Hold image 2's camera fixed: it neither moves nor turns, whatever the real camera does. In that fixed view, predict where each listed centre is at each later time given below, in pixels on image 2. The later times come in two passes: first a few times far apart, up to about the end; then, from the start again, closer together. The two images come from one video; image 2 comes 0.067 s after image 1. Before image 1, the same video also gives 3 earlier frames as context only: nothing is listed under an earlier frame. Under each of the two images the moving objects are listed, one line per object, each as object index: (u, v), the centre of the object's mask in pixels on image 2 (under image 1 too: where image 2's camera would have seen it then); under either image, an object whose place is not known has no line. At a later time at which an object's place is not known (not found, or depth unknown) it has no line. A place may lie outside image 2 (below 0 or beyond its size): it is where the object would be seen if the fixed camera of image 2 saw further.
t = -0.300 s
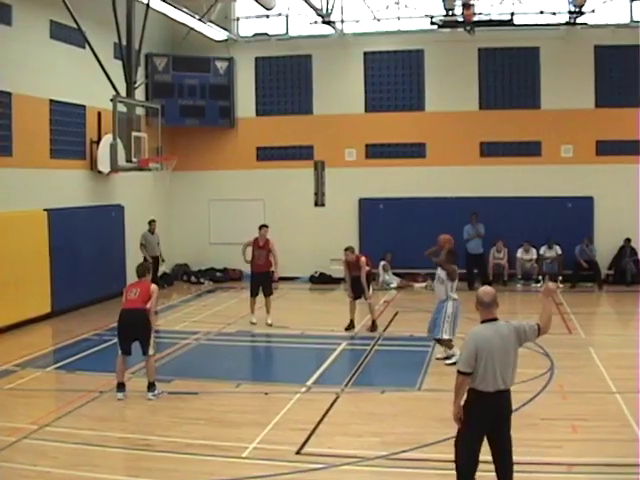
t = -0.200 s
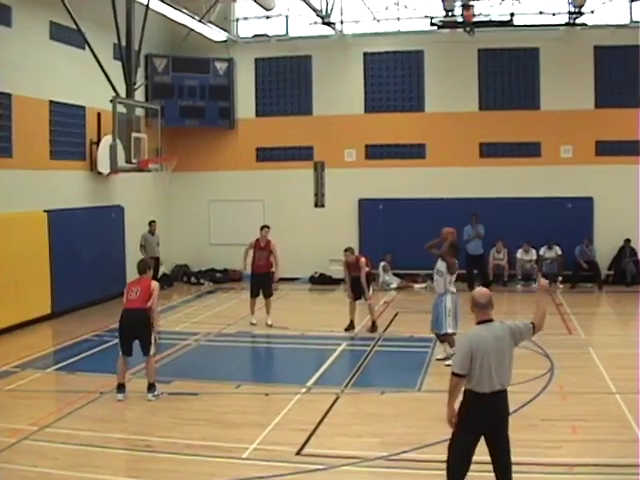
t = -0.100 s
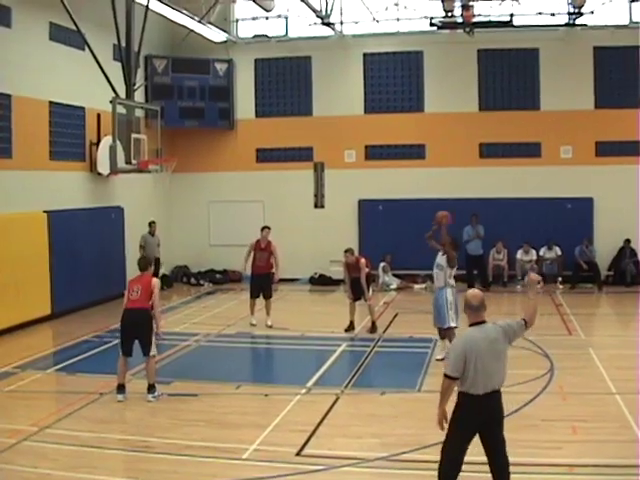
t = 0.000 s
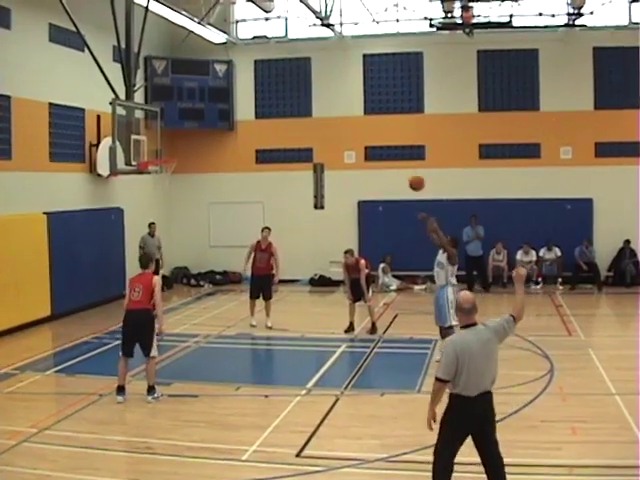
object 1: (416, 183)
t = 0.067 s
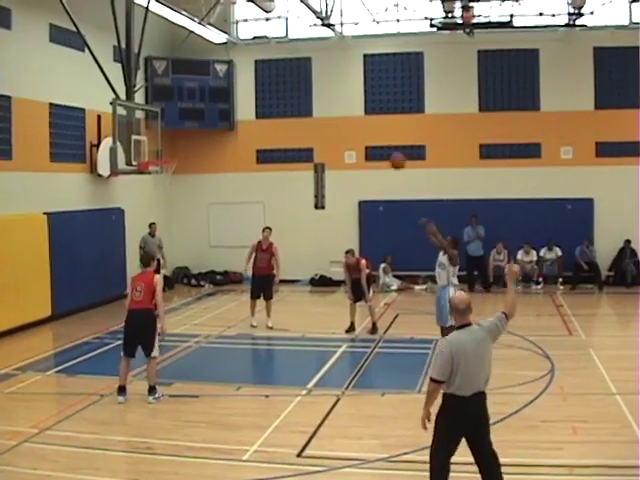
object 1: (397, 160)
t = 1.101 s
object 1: (152, 166)
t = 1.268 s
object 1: (168, 175)
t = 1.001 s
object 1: (163, 160)
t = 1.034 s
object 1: (159, 162)
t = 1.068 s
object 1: (156, 161)
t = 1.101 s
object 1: (152, 166)
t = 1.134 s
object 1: (157, 166)
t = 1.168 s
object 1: (161, 169)
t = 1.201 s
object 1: (164, 170)
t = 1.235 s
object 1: (168, 169)
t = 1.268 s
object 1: (168, 175)
